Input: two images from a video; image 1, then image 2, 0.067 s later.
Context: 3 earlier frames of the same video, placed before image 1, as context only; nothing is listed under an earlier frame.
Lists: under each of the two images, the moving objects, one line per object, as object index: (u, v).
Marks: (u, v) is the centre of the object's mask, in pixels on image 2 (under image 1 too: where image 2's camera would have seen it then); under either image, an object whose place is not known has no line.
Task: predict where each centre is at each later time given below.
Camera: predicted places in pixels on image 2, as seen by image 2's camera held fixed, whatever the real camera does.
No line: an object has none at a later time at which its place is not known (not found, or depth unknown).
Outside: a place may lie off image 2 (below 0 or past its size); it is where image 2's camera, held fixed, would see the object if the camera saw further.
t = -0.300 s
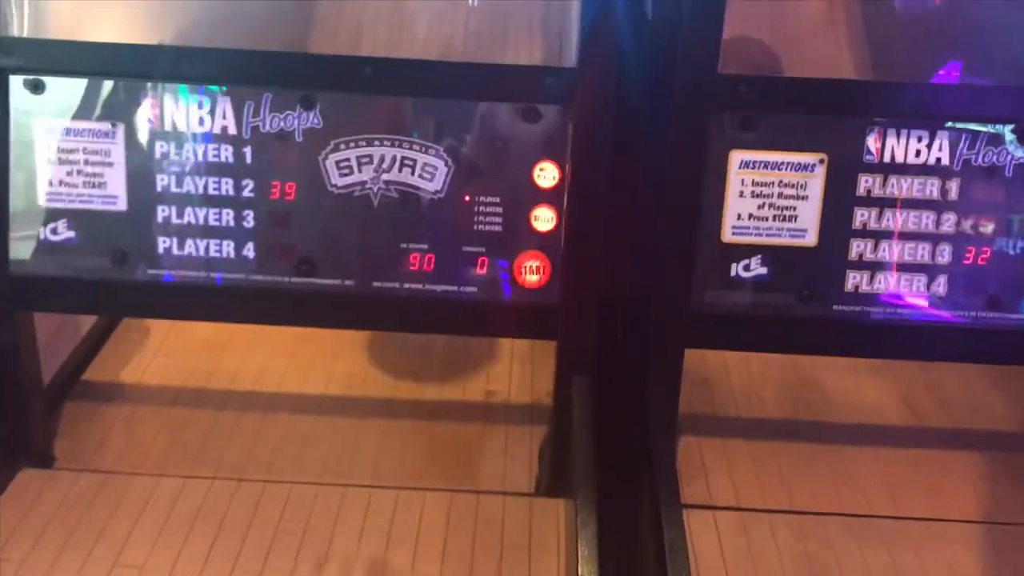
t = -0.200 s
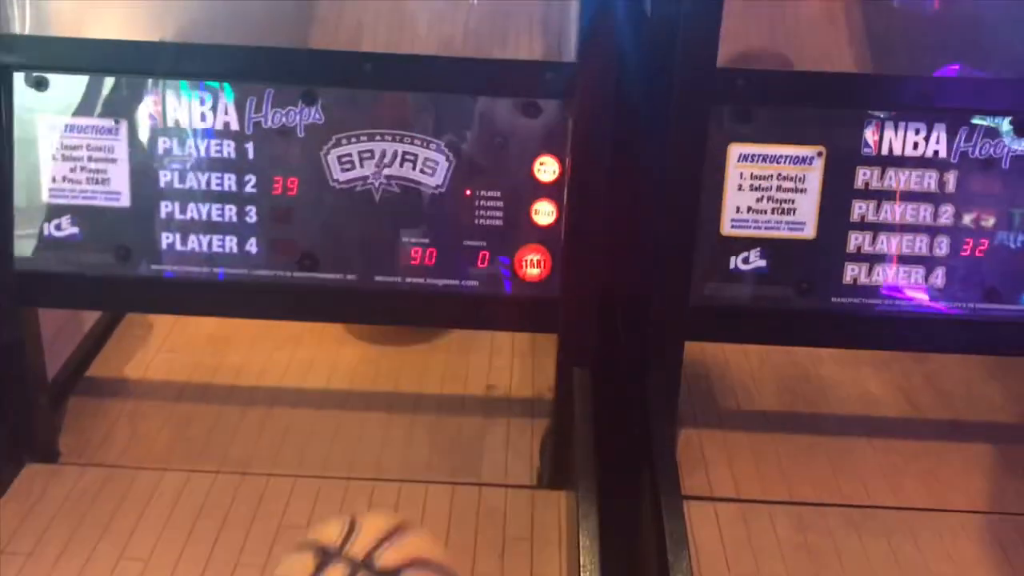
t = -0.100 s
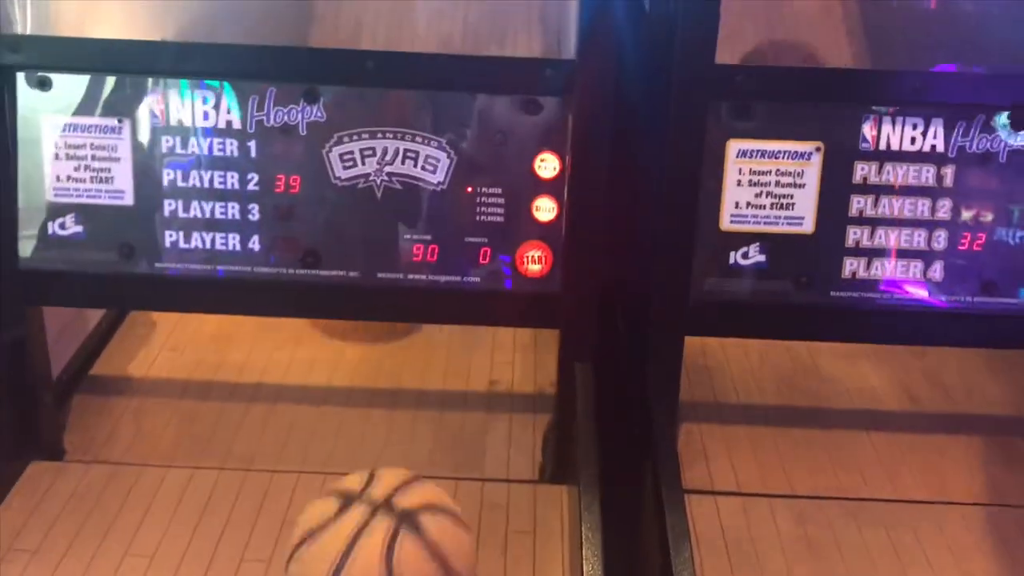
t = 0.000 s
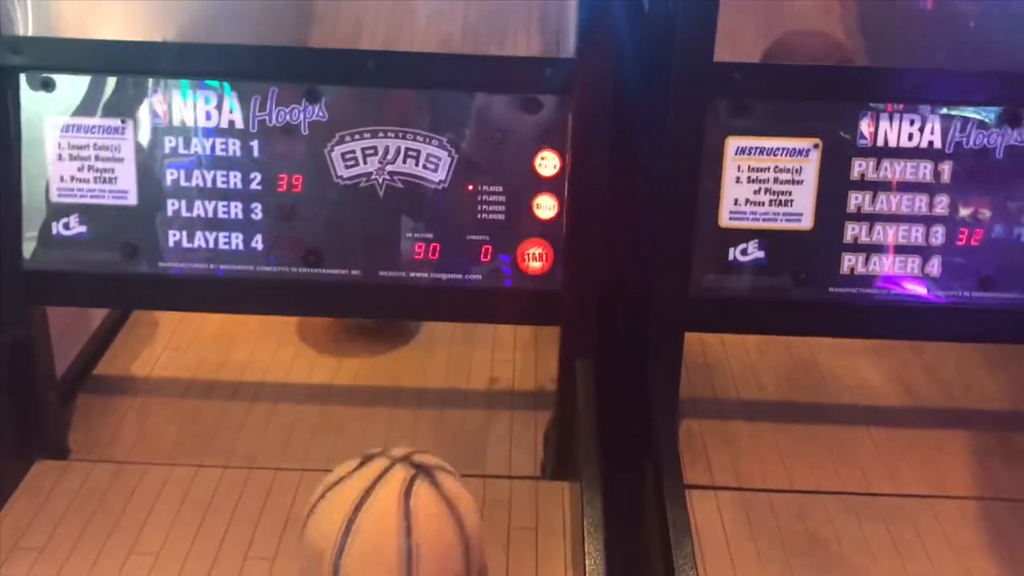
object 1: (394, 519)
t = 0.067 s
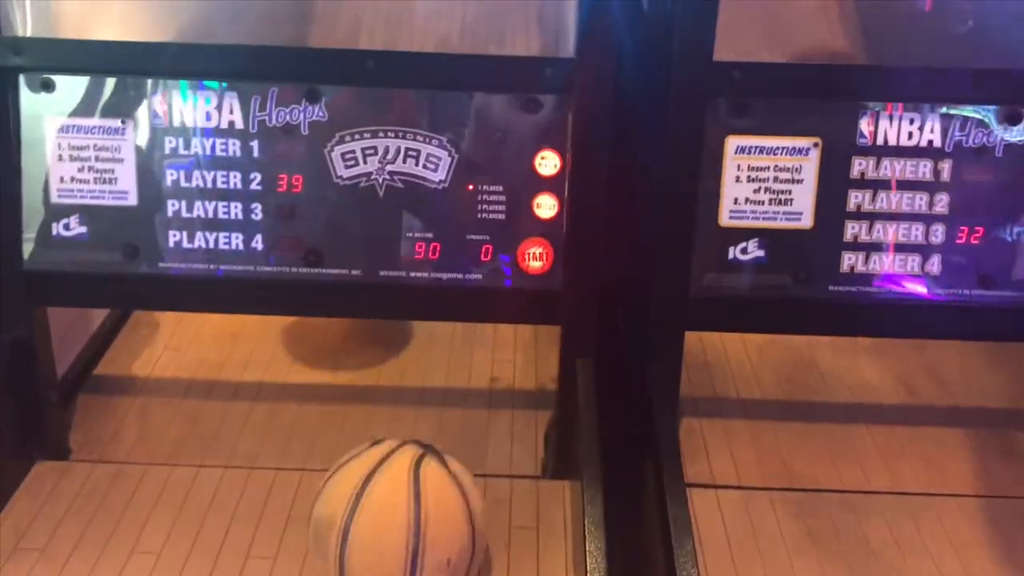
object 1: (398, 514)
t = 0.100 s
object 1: (401, 511)
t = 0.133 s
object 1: (402, 510)
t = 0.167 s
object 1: (403, 509)
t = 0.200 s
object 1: (404, 508)
